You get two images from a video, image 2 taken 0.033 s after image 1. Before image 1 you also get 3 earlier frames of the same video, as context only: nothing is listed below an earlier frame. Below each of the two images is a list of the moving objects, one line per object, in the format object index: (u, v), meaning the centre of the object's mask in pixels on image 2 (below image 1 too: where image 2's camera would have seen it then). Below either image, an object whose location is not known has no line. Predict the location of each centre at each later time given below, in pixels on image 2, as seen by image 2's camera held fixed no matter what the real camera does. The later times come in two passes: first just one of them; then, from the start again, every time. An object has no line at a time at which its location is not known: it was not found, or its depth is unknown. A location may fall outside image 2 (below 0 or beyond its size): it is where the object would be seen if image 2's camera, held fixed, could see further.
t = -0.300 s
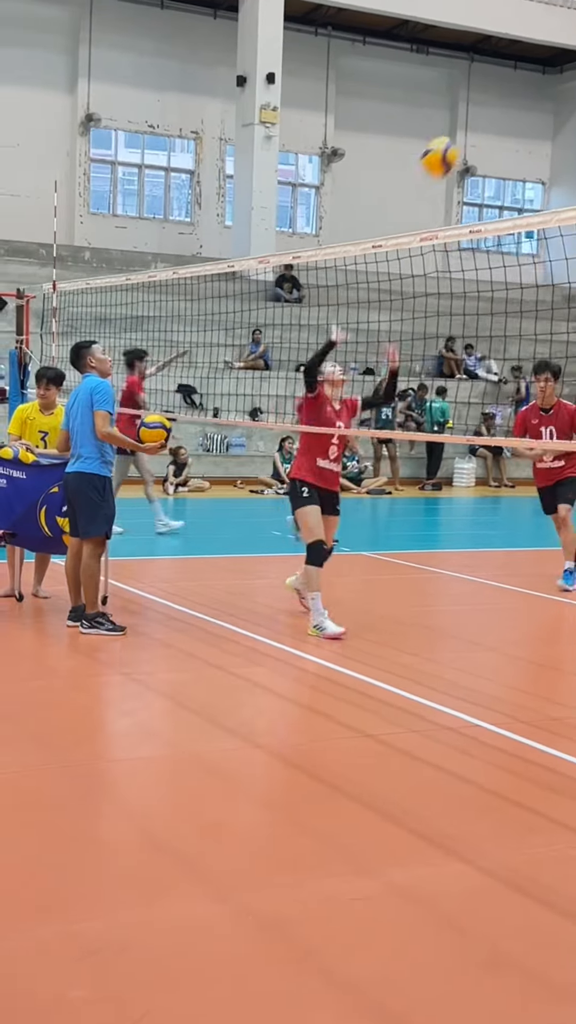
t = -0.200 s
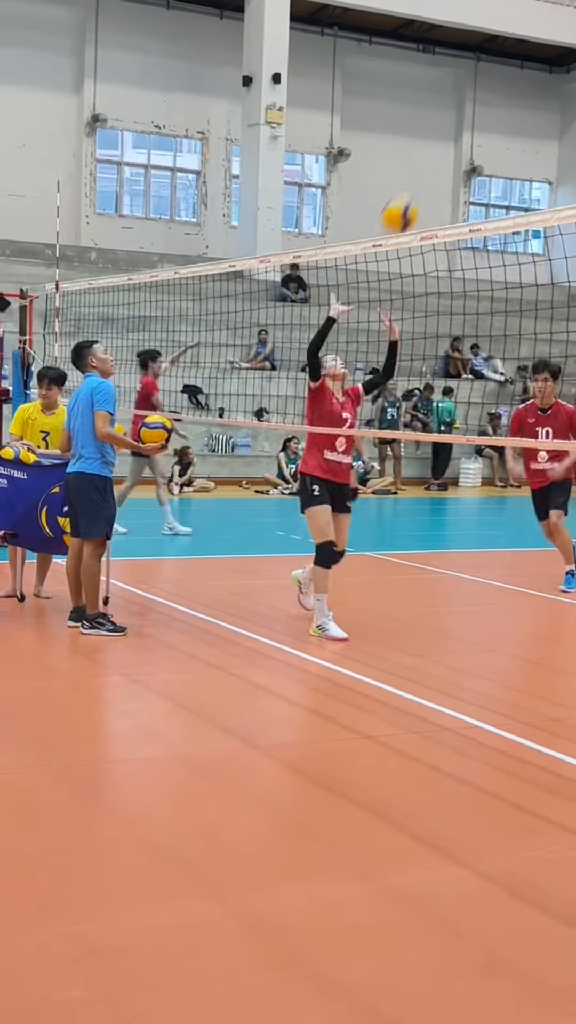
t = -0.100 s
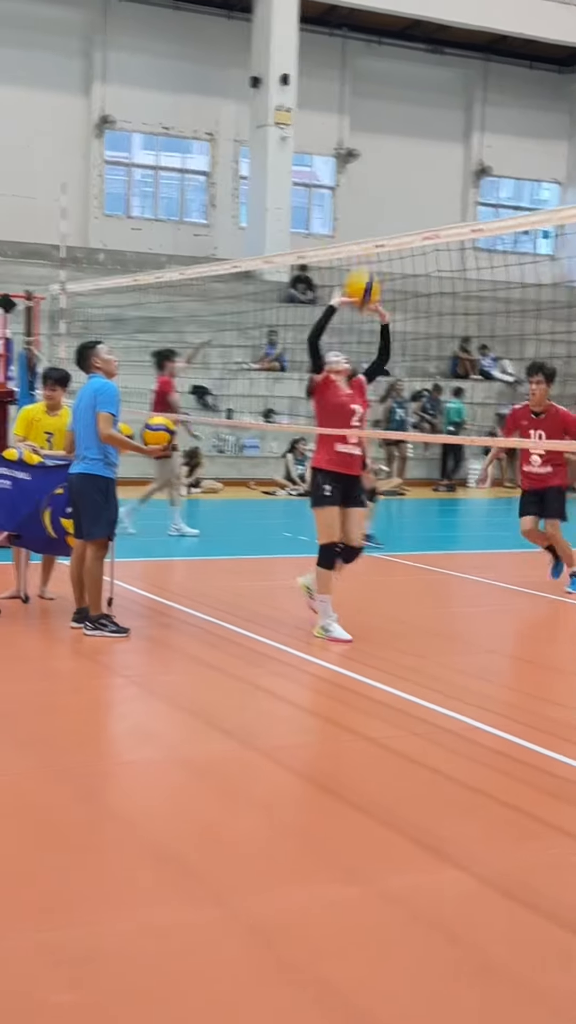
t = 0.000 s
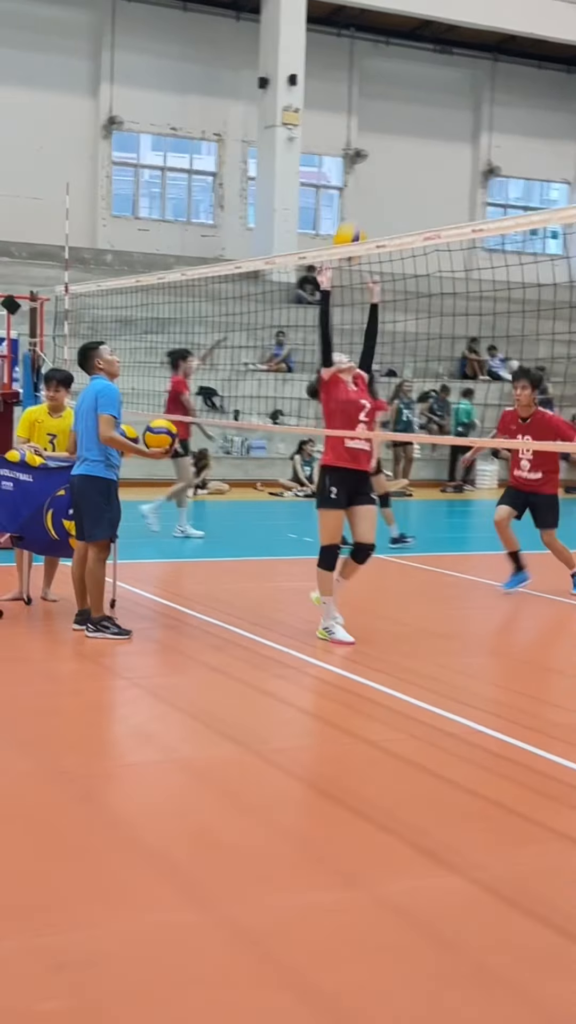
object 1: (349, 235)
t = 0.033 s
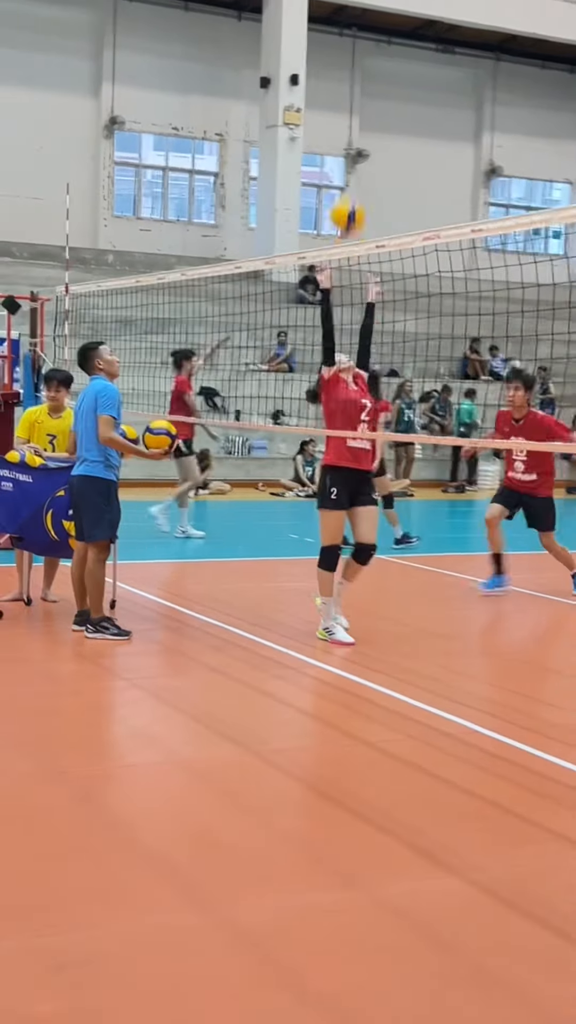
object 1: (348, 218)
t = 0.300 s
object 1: (311, 77)
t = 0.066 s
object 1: (343, 193)
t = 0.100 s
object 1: (338, 170)
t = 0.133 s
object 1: (333, 148)
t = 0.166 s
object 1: (329, 132)
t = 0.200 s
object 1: (325, 114)
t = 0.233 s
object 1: (321, 100)
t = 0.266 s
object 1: (316, 87)
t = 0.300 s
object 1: (311, 77)
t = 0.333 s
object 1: (306, 69)
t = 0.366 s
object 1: (302, 63)
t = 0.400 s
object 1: (297, 58)
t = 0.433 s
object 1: (294, 54)
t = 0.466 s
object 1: (289, 53)
